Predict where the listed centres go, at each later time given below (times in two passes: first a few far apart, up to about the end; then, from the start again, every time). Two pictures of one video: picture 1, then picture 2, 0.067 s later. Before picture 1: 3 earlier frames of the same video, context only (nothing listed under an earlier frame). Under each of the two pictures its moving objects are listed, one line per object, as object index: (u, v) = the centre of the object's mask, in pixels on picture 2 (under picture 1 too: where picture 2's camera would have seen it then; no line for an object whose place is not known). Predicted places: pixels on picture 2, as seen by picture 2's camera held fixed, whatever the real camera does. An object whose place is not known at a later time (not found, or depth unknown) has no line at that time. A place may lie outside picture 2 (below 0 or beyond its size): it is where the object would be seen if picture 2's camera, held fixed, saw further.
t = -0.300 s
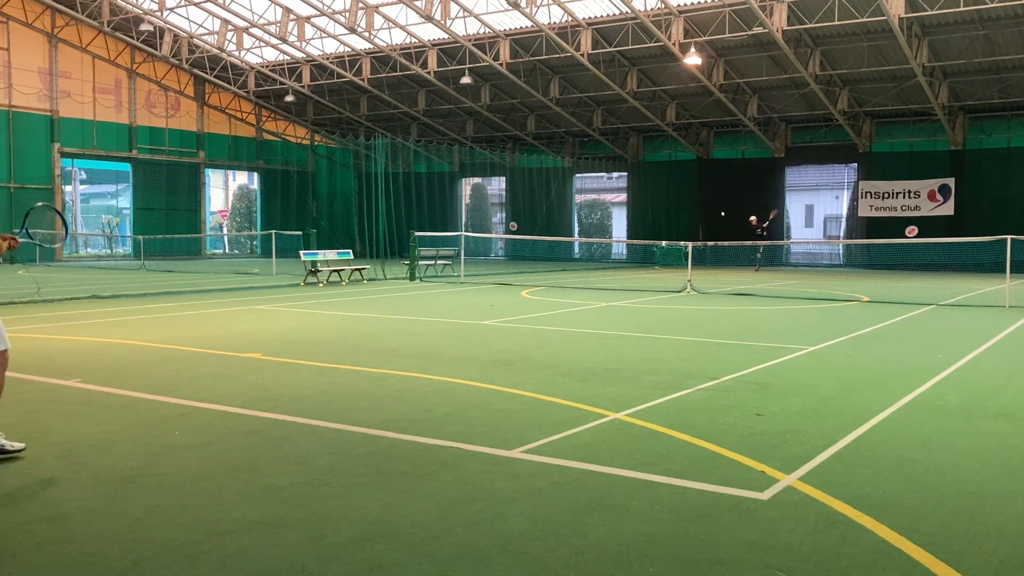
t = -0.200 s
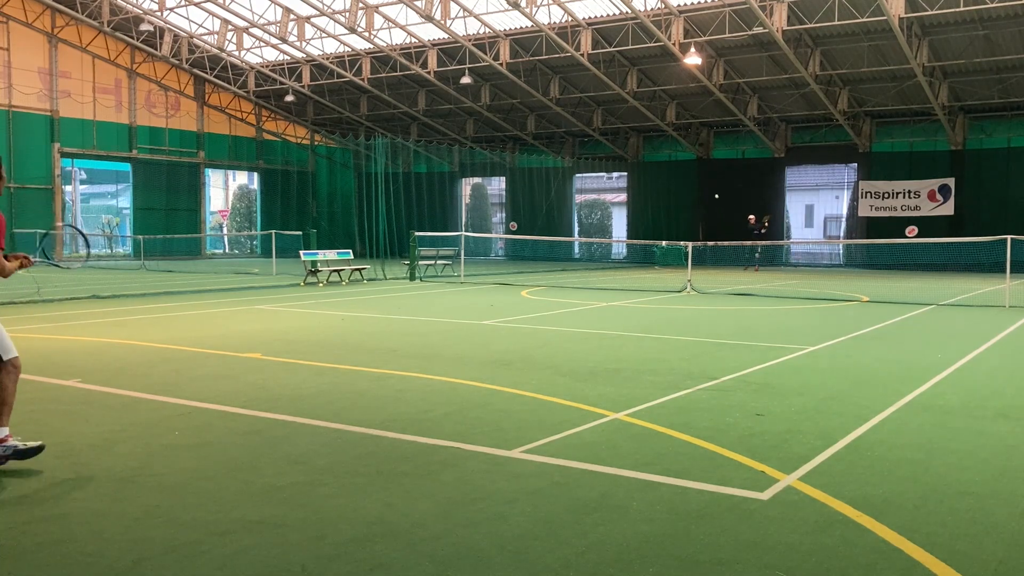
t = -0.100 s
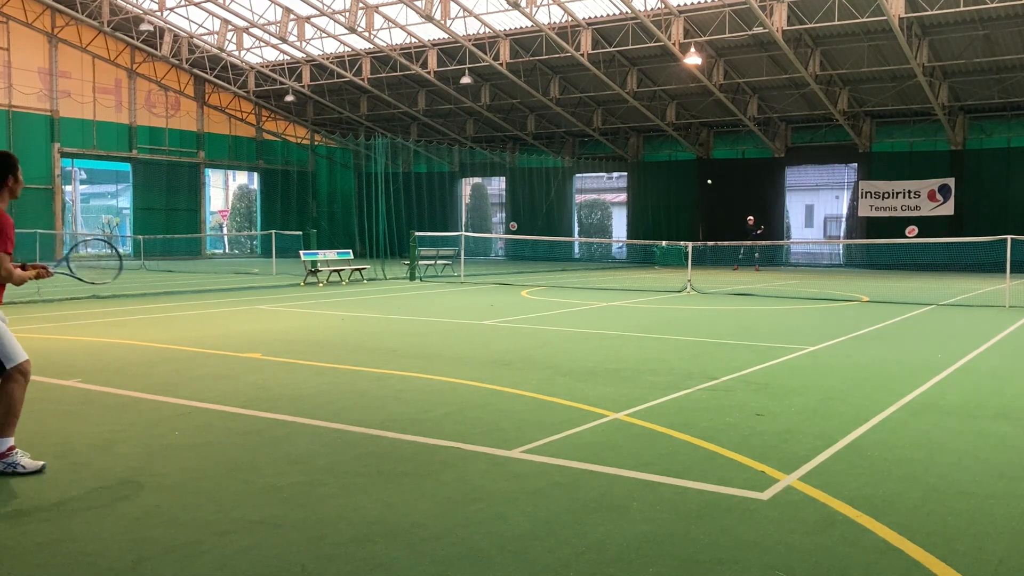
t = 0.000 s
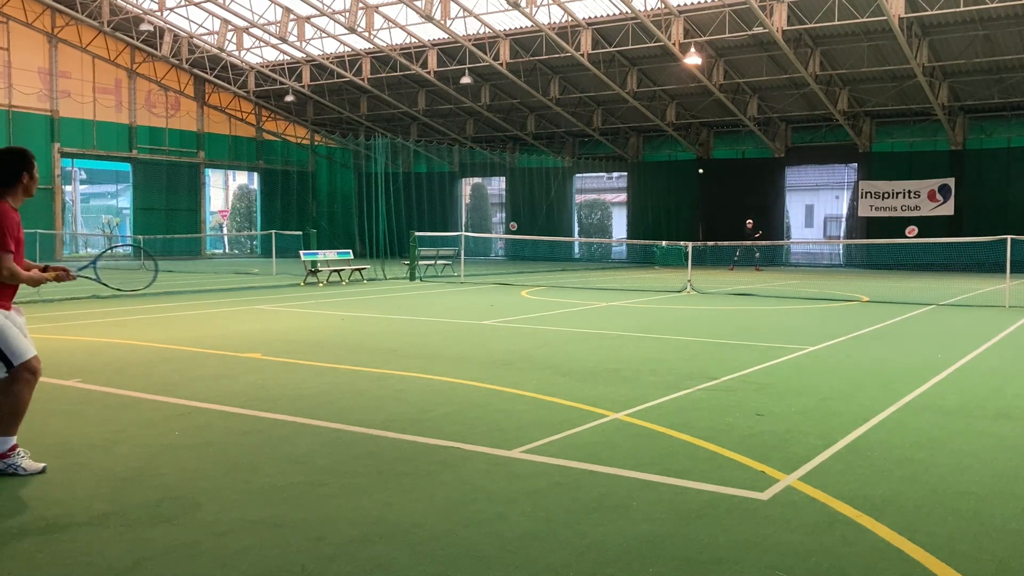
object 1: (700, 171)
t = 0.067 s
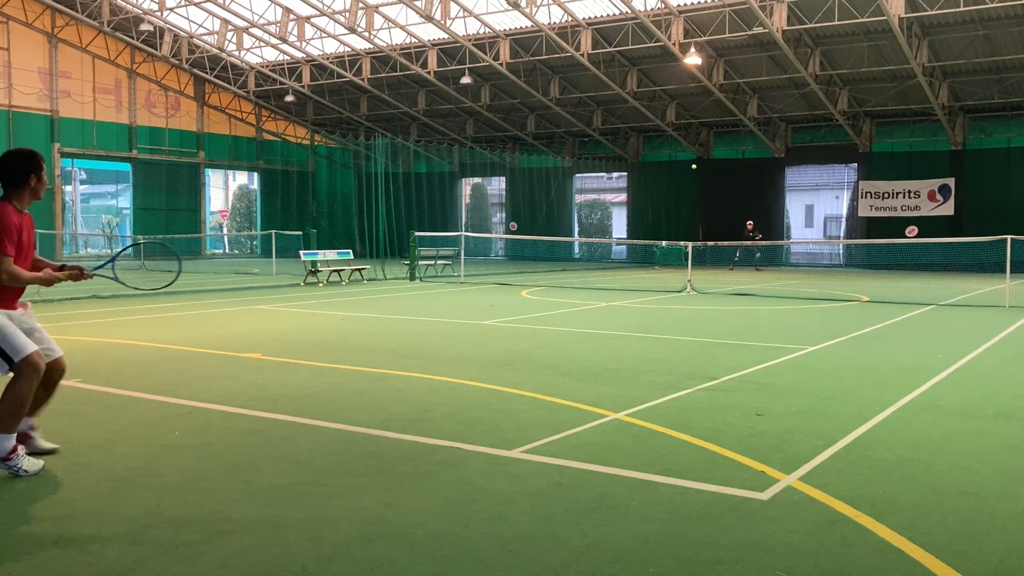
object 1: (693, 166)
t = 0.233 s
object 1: (673, 168)
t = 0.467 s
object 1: (627, 218)
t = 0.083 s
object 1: (692, 166)
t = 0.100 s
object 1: (690, 165)
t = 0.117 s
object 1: (688, 165)
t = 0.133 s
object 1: (686, 165)
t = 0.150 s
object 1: (684, 165)
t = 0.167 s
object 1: (682, 165)
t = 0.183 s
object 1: (680, 165)
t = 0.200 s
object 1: (677, 166)
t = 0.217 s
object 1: (675, 167)
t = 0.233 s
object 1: (673, 168)
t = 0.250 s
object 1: (670, 169)
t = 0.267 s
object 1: (667, 171)
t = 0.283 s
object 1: (665, 173)
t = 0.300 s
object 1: (662, 175)
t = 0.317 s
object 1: (659, 177)
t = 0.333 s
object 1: (656, 180)
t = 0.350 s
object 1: (652, 184)
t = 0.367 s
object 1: (649, 187)
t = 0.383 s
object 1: (646, 191)
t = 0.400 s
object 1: (642, 196)
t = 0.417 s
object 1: (638, 201)
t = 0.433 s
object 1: (635, 206)
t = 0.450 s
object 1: (631, 212)
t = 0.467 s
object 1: (627, 218)
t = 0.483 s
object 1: (622, 225)
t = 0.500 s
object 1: (618, 233)
